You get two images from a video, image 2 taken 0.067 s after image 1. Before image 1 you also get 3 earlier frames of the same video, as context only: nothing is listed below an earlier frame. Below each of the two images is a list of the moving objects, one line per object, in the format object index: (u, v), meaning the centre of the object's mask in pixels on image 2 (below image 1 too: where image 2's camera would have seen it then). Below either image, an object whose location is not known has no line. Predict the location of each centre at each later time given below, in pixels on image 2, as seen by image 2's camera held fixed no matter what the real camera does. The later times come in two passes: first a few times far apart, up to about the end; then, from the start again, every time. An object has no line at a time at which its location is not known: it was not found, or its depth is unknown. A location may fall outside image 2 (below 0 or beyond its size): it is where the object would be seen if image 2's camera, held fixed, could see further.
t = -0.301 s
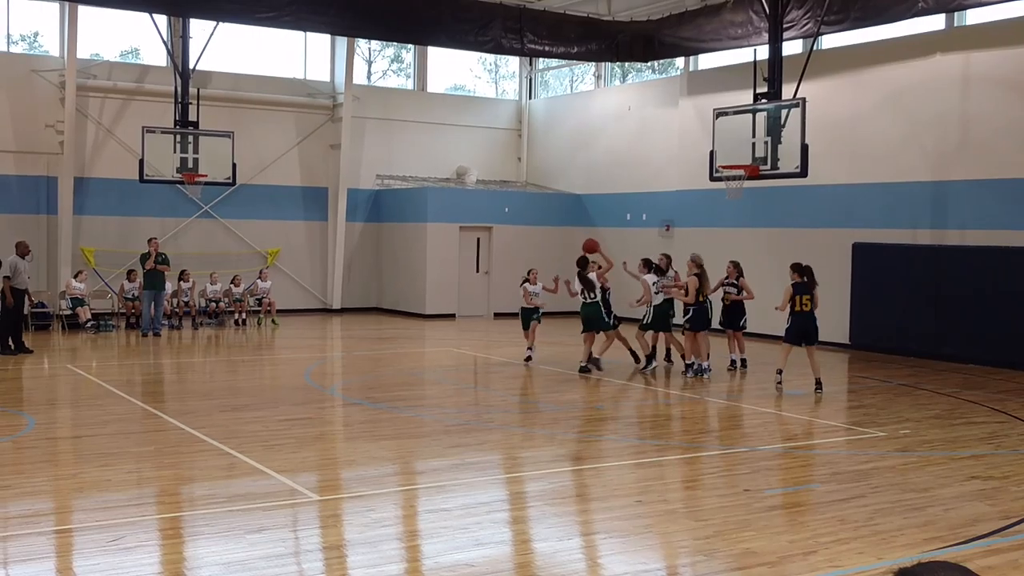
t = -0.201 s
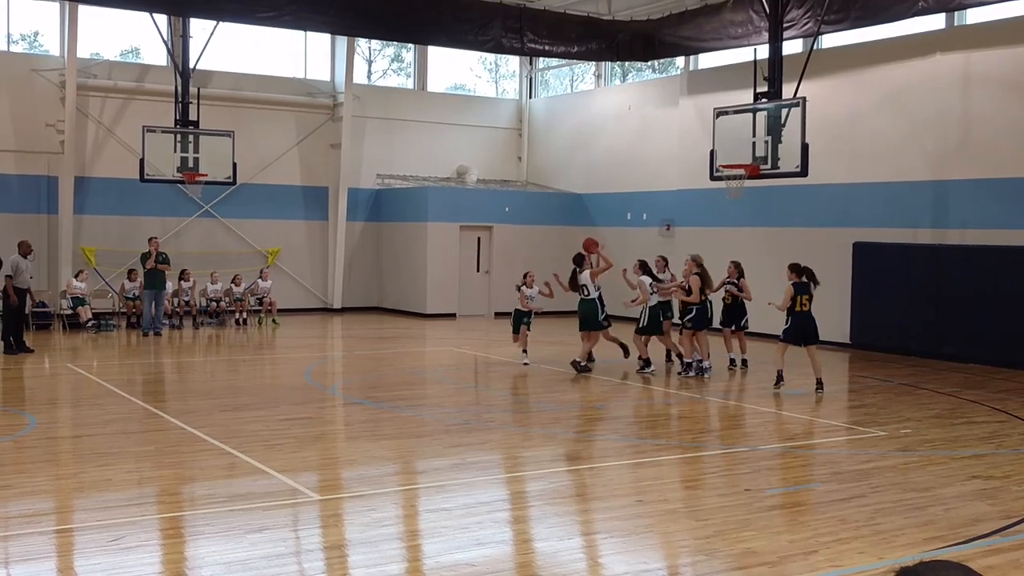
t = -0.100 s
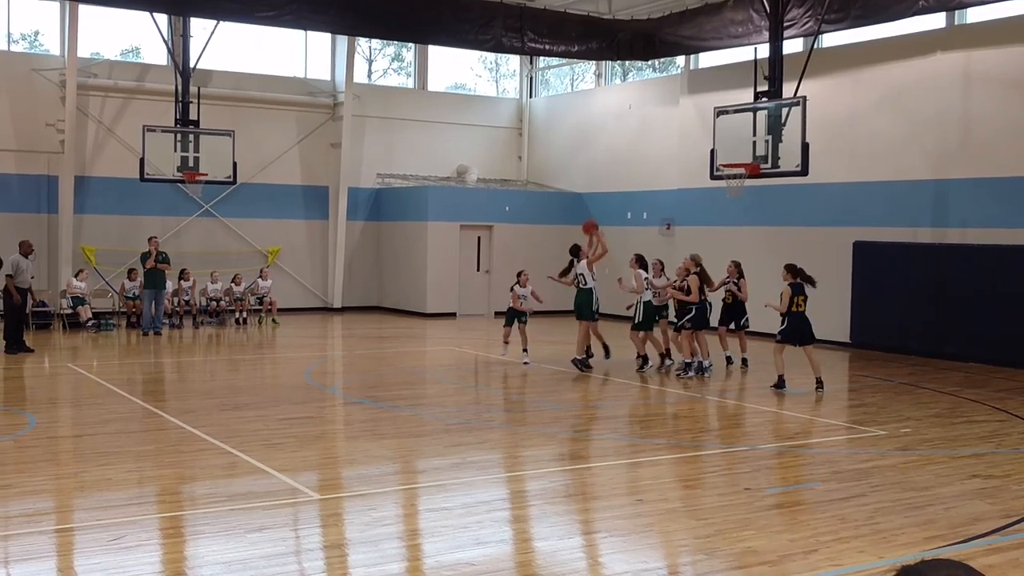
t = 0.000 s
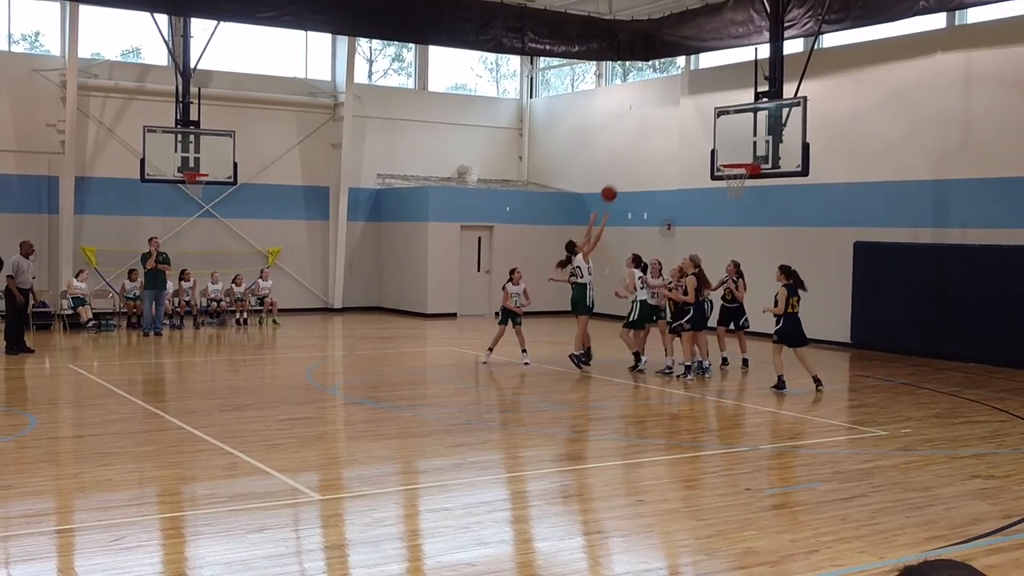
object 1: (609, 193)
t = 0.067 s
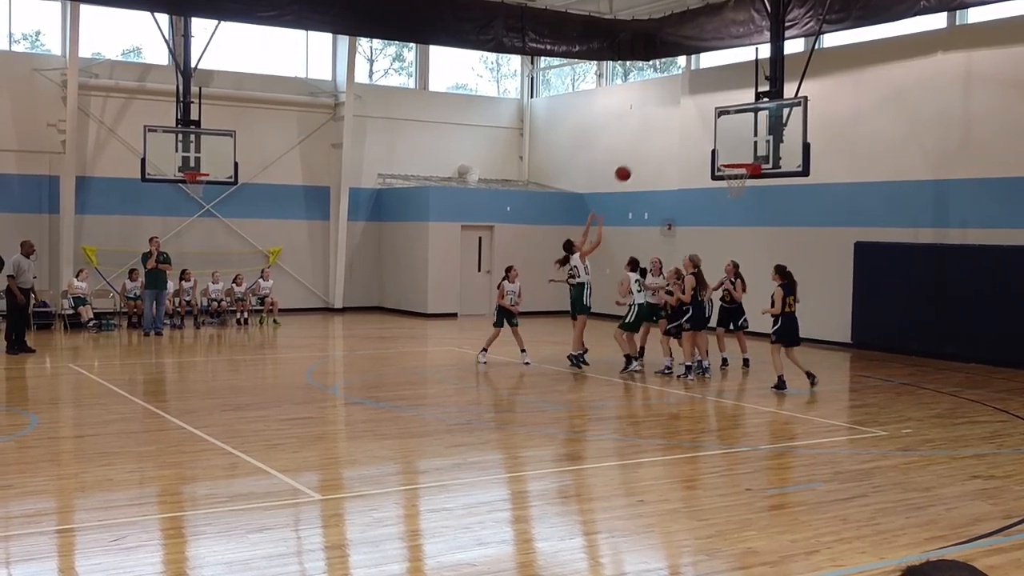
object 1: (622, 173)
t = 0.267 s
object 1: (662, 133)
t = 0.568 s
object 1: (718, 124)
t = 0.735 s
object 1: (748, 146)
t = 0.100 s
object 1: (629, 165)
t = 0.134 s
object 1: (636, 156)
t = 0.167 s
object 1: (643, 149)
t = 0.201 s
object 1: (649, 143)
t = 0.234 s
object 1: (656, 138)
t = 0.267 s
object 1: (662, 133)
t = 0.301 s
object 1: (669, 129)
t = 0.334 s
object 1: (675, 126)
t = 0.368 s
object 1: (681, 123)
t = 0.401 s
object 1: (688, 121)
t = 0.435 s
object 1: (694, 120)
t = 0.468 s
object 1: (700, 120)
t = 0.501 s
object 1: (706, 121)
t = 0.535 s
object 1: (712, 122)
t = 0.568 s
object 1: (718, 124)
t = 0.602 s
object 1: (724, 127)
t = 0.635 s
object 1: (730, 131)
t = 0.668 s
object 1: (736, 135)
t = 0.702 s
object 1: (742, 140)
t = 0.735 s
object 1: (748, 146)
